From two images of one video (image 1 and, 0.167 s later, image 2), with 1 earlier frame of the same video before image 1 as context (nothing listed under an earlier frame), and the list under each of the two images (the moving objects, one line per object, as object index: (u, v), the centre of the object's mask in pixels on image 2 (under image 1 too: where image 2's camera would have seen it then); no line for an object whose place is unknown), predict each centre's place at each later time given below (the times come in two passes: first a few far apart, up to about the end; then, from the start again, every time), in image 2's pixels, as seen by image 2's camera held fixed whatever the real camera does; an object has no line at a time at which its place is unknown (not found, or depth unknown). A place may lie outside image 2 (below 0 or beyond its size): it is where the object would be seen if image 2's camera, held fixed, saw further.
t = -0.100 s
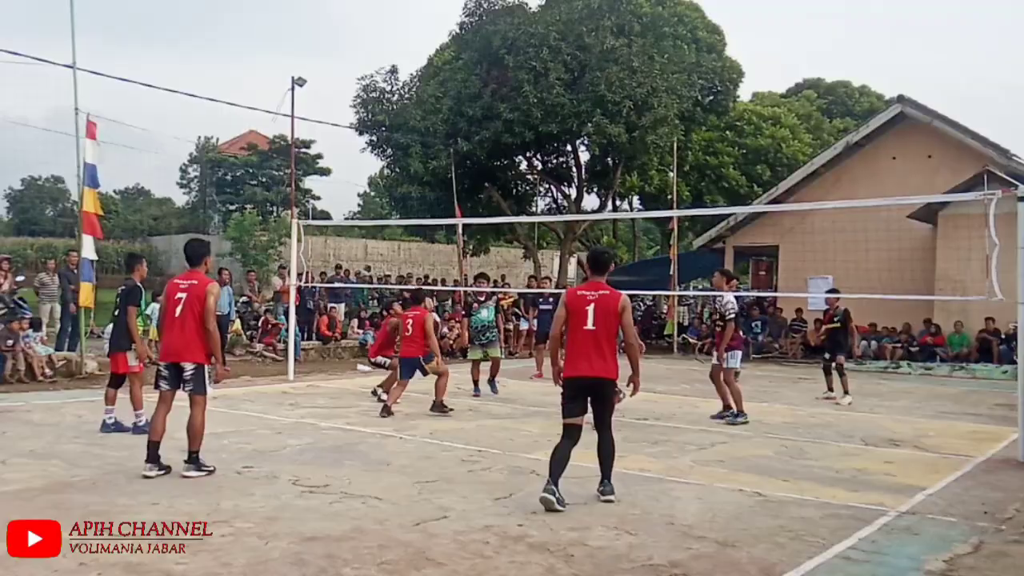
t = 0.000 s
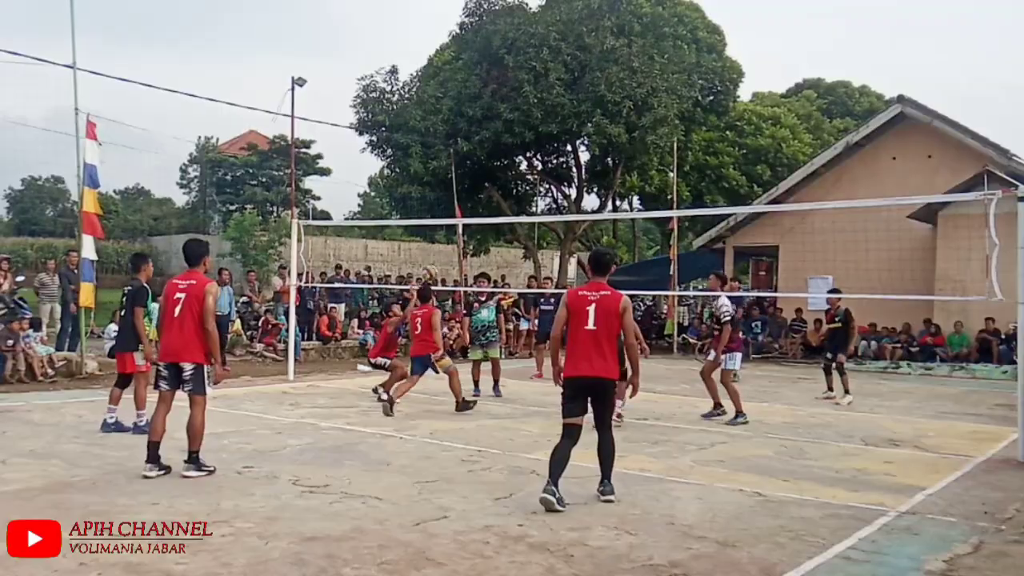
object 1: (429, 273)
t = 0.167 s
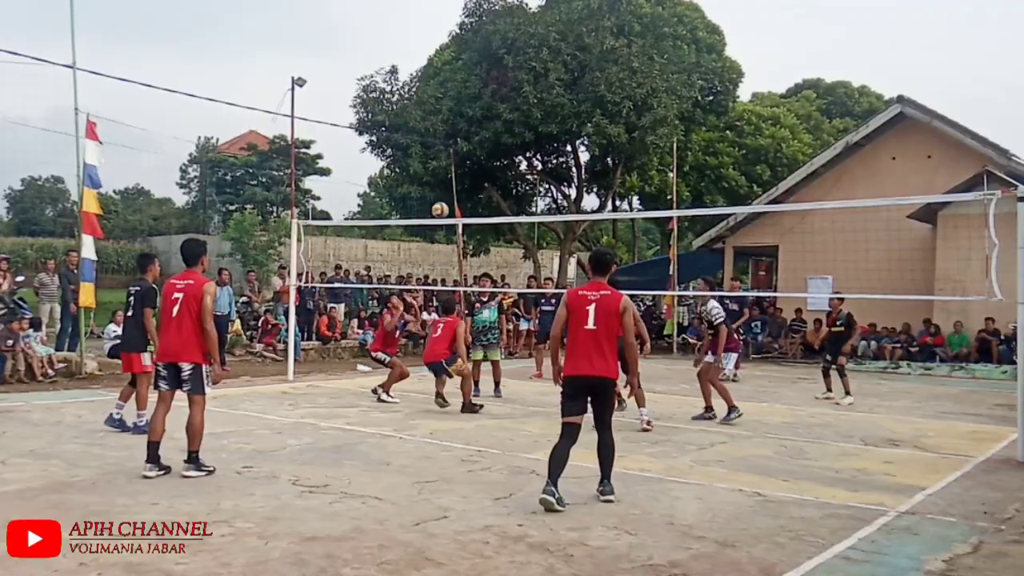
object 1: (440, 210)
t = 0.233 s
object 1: (444, 191)
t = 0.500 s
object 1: (460, 148)
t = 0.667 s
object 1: (470, 149)
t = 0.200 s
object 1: (442, 200)
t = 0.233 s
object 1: (444, 191)
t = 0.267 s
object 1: (446, 183)
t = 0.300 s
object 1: (448, 175)
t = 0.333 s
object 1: (451, 168)
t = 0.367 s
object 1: (452, 163)
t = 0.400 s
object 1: (455, 157)
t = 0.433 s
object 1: (457, 154)
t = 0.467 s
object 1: (458, 151)
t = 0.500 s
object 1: (460, 148)
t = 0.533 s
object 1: (462, 147)
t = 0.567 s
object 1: (464, 146)
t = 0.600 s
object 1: (466, 146)
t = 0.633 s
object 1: (468, 147)
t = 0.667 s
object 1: (470, 149)
